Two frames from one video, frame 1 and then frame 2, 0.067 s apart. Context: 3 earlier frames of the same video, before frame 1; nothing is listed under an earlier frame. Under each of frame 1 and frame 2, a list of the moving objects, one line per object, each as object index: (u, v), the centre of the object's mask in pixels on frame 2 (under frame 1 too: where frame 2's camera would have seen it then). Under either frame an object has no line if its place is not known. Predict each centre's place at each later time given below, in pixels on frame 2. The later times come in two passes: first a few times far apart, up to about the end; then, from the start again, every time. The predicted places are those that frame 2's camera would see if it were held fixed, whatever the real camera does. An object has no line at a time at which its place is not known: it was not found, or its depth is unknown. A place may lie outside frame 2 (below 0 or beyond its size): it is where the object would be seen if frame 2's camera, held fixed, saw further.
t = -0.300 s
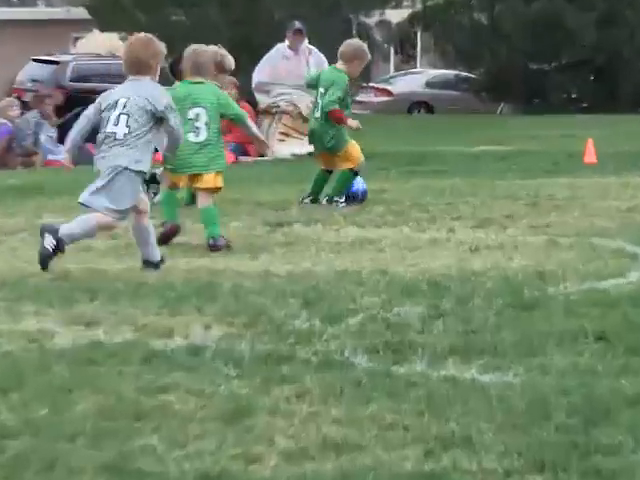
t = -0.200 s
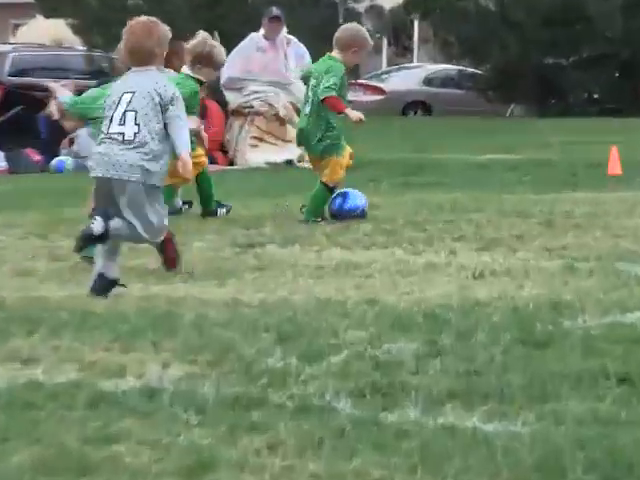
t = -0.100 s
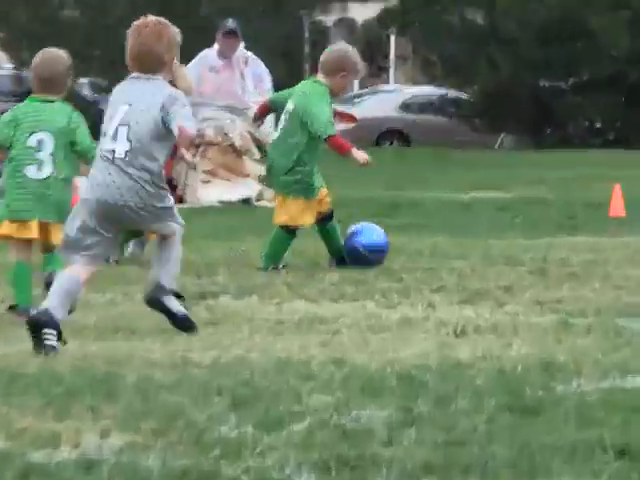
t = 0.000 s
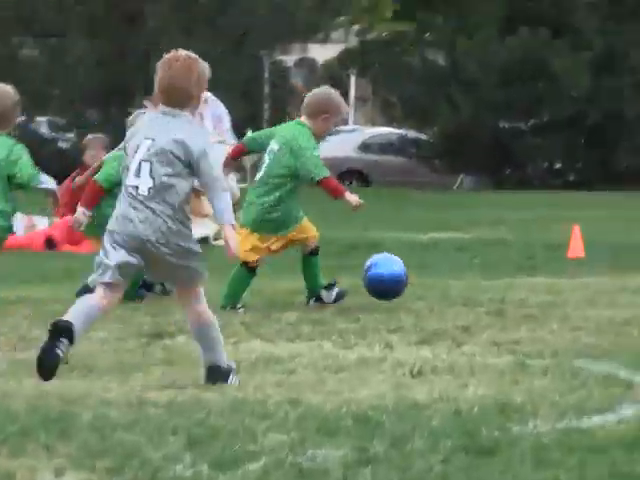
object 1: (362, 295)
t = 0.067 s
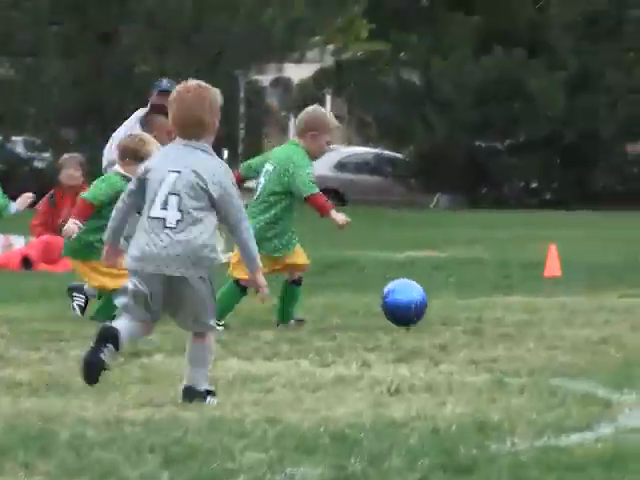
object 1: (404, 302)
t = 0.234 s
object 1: (492, 308)
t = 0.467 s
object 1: (600, 312)
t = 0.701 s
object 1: (695, 312)
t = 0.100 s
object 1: (425, 308)
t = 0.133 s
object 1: (444, 312)
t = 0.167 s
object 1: (460, 311)
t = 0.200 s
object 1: (476, 309)
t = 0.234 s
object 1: (492, 308)
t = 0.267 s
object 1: (508, 308)
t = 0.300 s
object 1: (523, 309)
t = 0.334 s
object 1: (538, 311)
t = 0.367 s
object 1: (554, 313)
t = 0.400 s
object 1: (571, 314)
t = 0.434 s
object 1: (586, 313)
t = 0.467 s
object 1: (600, 312)
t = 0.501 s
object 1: (615, 312)
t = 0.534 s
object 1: (629, 312)
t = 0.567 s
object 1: (641, 313)
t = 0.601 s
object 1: (656, 314)
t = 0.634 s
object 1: (670, 316)
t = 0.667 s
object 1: (684, 315)
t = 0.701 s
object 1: (695, 312)
